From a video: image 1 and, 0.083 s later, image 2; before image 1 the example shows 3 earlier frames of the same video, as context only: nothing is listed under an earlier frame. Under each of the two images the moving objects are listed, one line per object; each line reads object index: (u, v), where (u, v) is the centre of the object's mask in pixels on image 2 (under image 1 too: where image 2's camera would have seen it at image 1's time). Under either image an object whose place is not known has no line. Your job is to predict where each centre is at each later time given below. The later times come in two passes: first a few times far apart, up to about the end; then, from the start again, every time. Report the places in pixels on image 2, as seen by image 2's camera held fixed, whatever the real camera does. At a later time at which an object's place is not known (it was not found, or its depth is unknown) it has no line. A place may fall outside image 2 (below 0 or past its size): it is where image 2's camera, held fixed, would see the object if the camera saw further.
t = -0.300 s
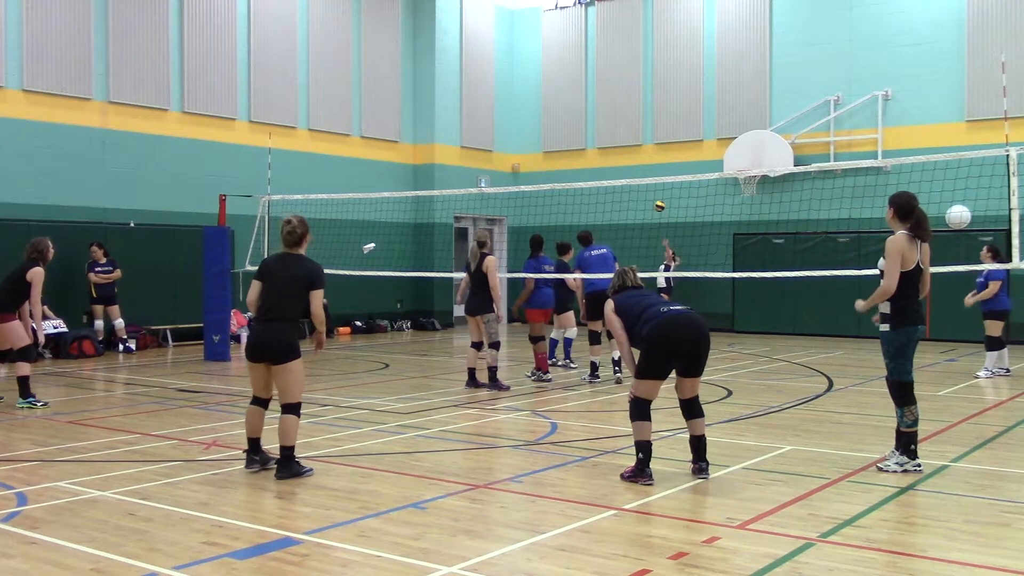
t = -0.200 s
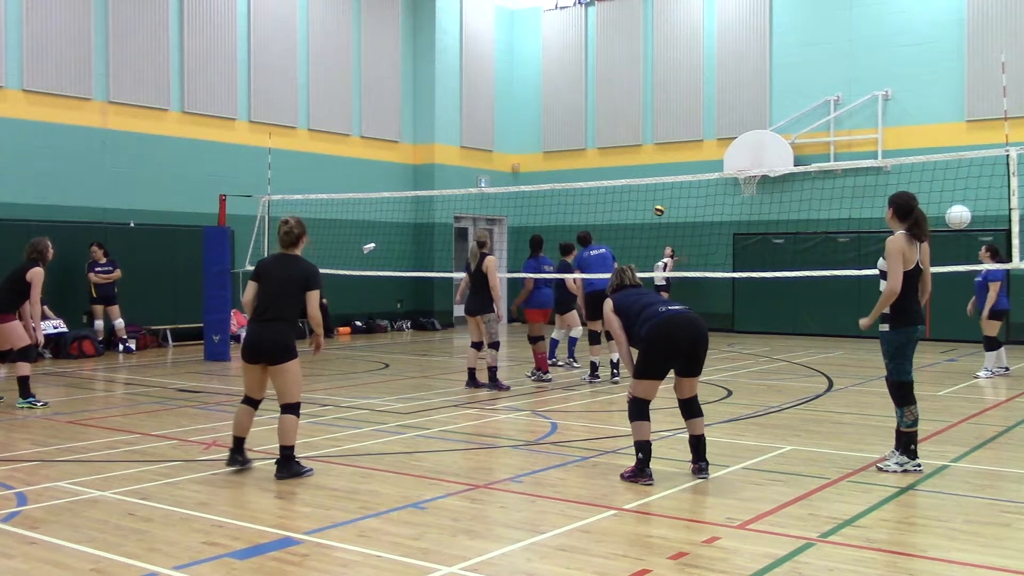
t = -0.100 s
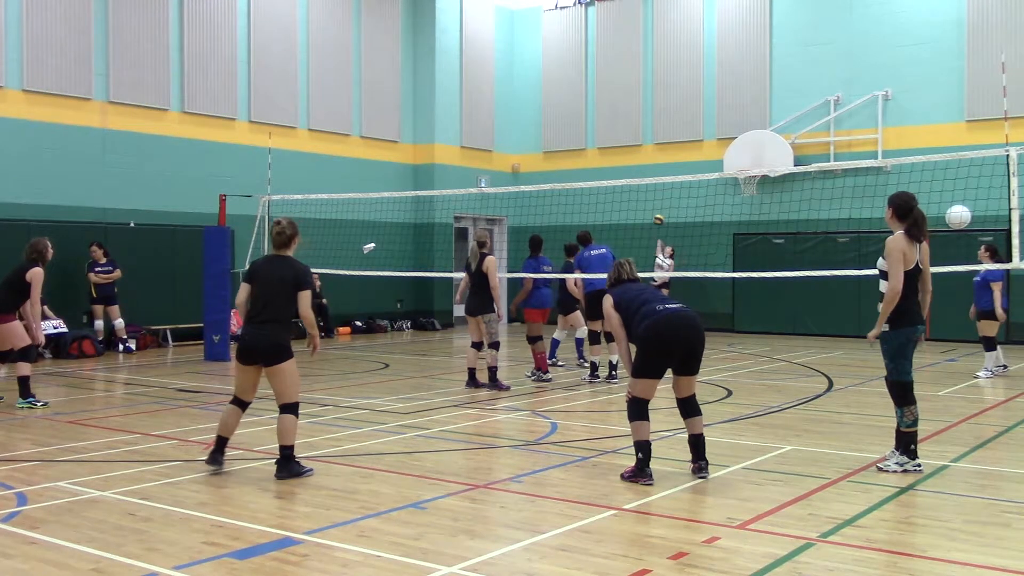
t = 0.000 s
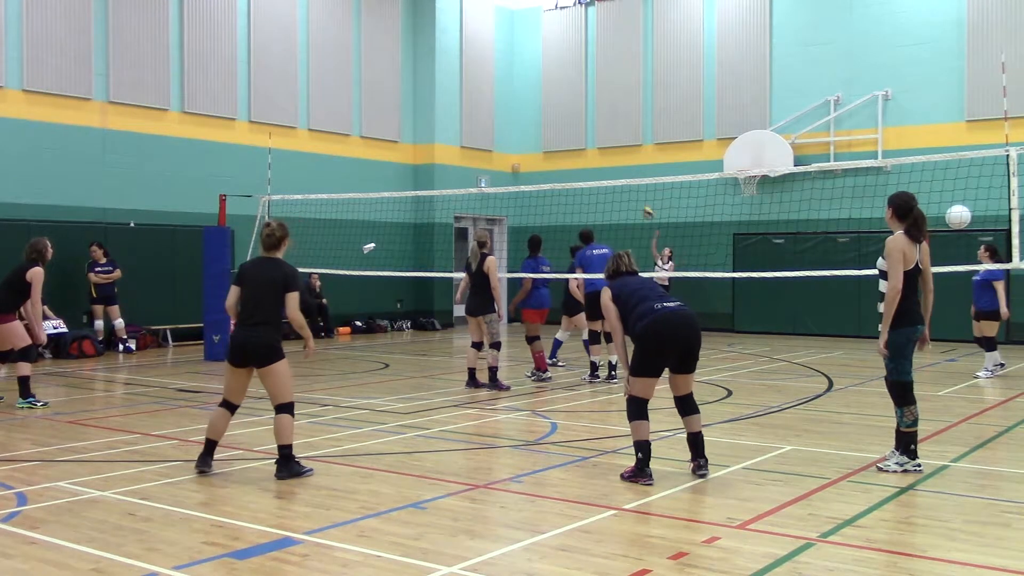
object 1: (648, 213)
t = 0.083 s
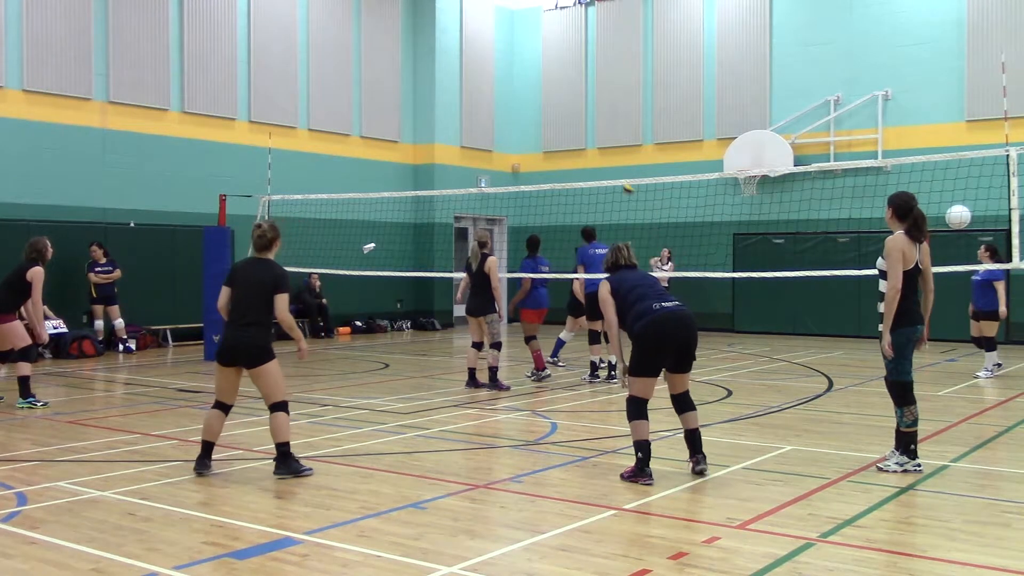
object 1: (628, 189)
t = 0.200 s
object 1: (597, 157)
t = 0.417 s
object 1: (523, 111)
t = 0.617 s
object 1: (442, 87)
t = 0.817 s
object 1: (338, 99)
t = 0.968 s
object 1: (241, 144)
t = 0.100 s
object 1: (624, 184)
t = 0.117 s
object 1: (618, 176)
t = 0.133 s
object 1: (616, 174)
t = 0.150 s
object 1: (611, 170)
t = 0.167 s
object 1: (607, 166)
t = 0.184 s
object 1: (602, 161)
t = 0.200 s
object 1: (597, 157)
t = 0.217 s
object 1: (591, 153)
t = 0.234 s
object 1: (587, 149)
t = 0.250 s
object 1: (582, 145)
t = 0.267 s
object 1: (577, 142)
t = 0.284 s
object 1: (571, 138)
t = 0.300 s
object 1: (565, 135)
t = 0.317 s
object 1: (560, 131)
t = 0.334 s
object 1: (553, 127)
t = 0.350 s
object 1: (547, 124)
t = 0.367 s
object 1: (542, 120)
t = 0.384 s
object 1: (536, 117)
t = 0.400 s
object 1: (529, 114)
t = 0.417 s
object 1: (523, 111)
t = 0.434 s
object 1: (517, 108)
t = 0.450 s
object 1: (510, 105)
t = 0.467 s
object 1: (504, 102)
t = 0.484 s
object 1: (497, 100)
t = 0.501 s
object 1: (490, 98)
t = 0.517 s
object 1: (485, 96)
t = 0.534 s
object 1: (477, 94)
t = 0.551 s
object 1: (470, 92)
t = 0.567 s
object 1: (463, 91)
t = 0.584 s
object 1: (456, 89)
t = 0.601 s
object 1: (449, 88)
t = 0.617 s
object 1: (442, 87)
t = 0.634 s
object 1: (434, 87)
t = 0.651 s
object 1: (426, 87)
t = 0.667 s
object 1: (418, 86)
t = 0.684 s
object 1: (410, 87)
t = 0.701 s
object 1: (402, 87)
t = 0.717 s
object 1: (394, 88)
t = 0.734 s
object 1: (386, 89)
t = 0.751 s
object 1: (376, 90)
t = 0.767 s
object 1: (367, 91)
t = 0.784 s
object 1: (358, 93)
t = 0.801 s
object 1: (349, 96)
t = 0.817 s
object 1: (338, 99)
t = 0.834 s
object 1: (329, 102)
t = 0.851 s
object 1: (319, 106)
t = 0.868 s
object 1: (308, 110)
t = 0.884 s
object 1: (297, 114)
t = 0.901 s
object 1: (286, 119)
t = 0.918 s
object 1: (275, 125)
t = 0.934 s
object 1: (264, 131)
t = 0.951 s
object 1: (252, 137)
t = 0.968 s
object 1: (241, 144)
